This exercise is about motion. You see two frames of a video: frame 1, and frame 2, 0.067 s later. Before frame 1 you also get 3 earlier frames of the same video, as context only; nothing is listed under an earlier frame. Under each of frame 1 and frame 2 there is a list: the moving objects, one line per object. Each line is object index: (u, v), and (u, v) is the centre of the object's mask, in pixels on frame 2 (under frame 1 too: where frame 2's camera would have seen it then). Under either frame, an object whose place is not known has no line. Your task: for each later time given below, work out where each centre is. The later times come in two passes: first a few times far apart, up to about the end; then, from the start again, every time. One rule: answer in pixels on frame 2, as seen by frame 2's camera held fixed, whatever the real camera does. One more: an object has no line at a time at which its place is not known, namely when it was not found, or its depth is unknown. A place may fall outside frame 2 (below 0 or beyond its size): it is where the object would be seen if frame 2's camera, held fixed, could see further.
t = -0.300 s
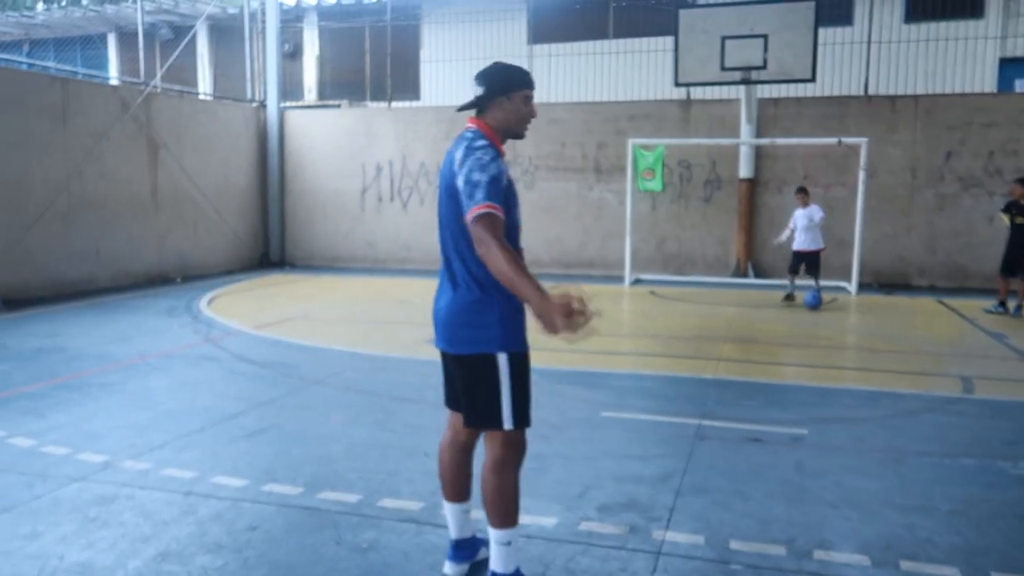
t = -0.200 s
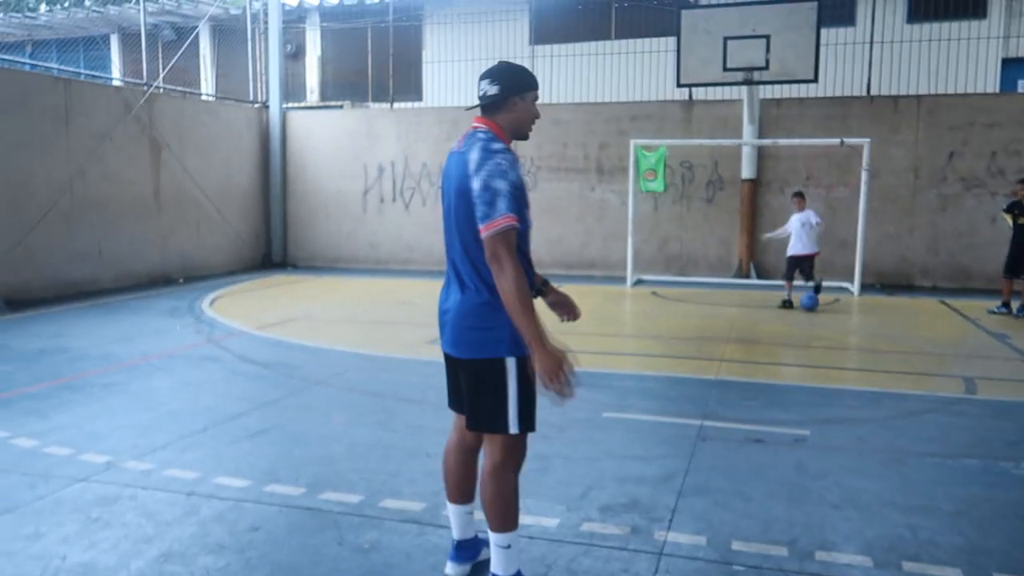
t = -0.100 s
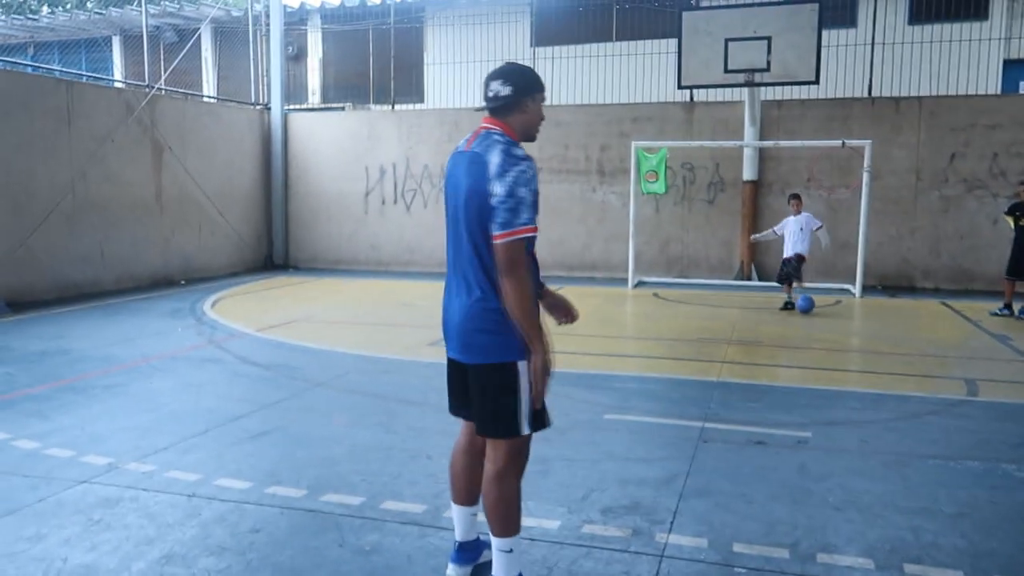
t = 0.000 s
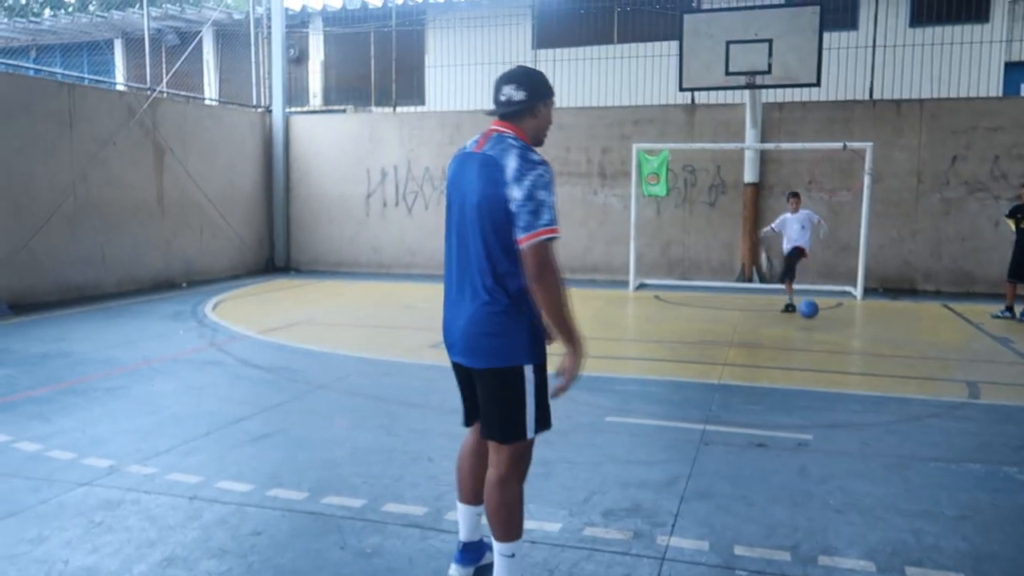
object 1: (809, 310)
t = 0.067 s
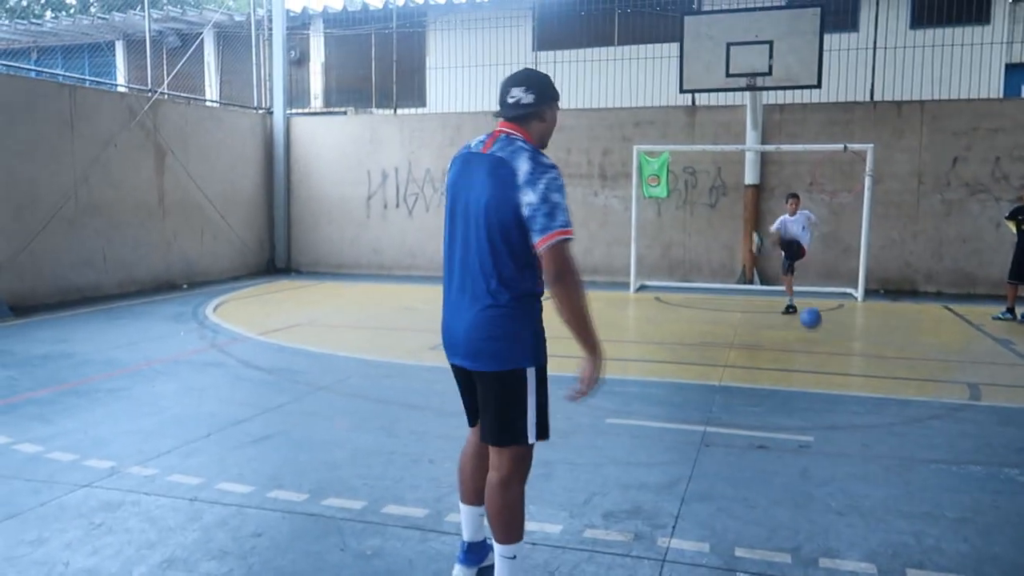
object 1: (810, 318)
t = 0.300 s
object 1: (823, 349)
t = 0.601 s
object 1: (858, 402)
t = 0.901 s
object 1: (918, 473)
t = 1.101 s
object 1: (983, 540)
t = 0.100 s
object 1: (812, 324)
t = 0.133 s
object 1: (813, 330)
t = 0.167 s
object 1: (814, 338)
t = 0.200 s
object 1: (816, 339)
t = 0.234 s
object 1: (818, 341)
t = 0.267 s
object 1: (821, 344)
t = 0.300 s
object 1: (823, 349)
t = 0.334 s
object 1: (826, 356)
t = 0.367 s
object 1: (828, 366)
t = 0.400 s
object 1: (832, 370)
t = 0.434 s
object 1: (836, 372)
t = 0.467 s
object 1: (839, 376)
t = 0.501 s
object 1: (844, 383)
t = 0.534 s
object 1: (848, 392)
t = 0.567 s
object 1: (853, 399)
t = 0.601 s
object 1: (858, 402)
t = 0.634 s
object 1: (863, 407)
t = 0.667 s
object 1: (868, 414)
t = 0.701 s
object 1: (874, 424)
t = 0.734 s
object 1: (880, 432)
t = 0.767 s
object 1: (886, 437)
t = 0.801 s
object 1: (893, 445)
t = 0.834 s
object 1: (901, 455)
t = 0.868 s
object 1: (909, 466)
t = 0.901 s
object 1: (918, 473)
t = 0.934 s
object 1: (927, 481)
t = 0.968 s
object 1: (936, 492)
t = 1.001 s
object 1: (948, 509)
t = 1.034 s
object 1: (959, 522)
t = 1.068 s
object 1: (972, 532)
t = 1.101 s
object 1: (983, 540)
